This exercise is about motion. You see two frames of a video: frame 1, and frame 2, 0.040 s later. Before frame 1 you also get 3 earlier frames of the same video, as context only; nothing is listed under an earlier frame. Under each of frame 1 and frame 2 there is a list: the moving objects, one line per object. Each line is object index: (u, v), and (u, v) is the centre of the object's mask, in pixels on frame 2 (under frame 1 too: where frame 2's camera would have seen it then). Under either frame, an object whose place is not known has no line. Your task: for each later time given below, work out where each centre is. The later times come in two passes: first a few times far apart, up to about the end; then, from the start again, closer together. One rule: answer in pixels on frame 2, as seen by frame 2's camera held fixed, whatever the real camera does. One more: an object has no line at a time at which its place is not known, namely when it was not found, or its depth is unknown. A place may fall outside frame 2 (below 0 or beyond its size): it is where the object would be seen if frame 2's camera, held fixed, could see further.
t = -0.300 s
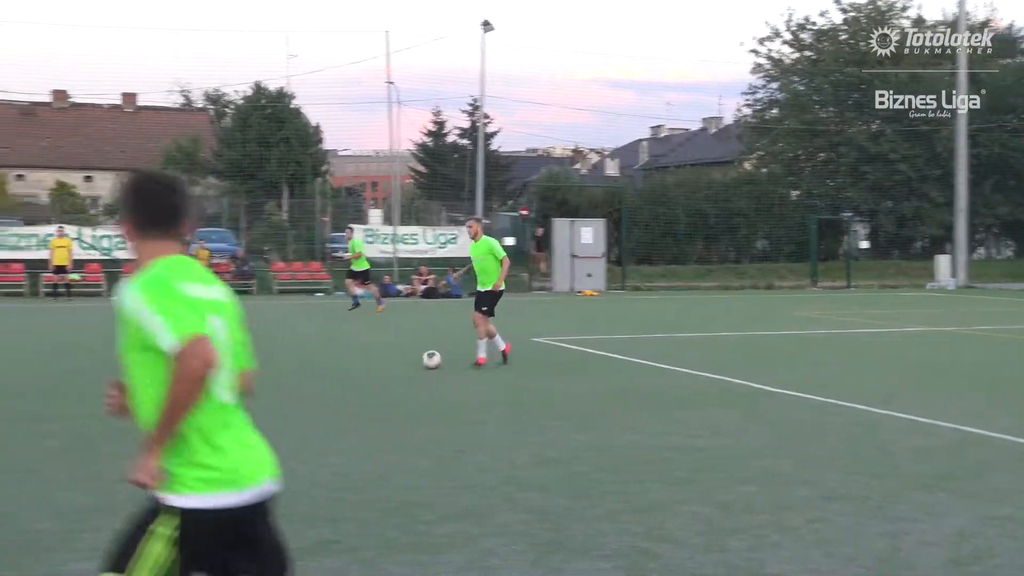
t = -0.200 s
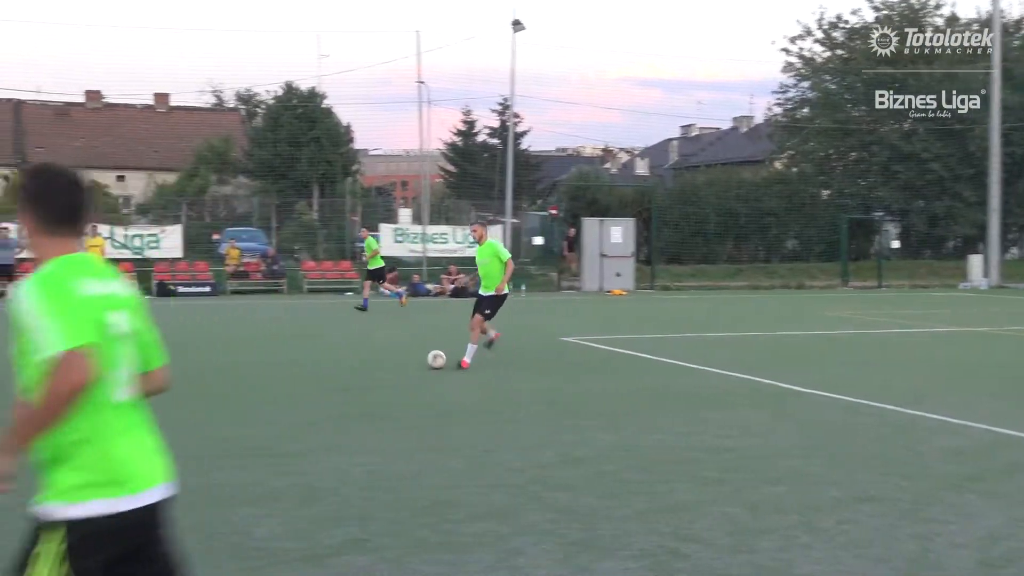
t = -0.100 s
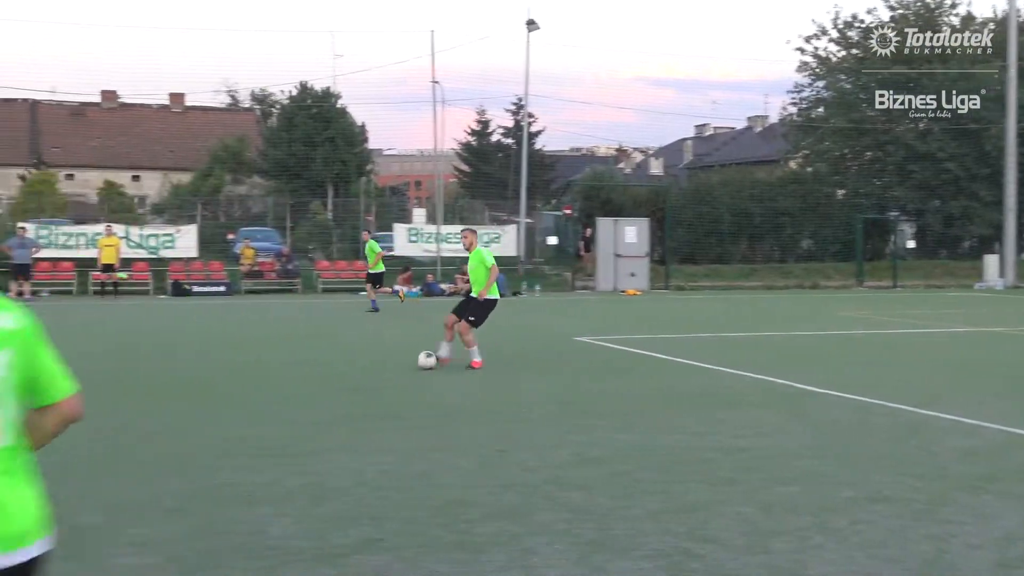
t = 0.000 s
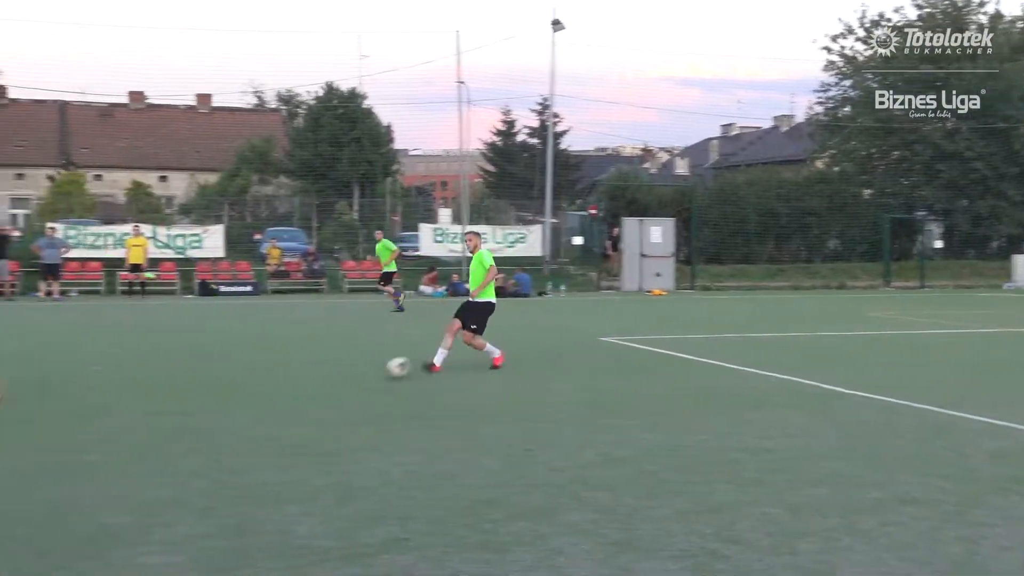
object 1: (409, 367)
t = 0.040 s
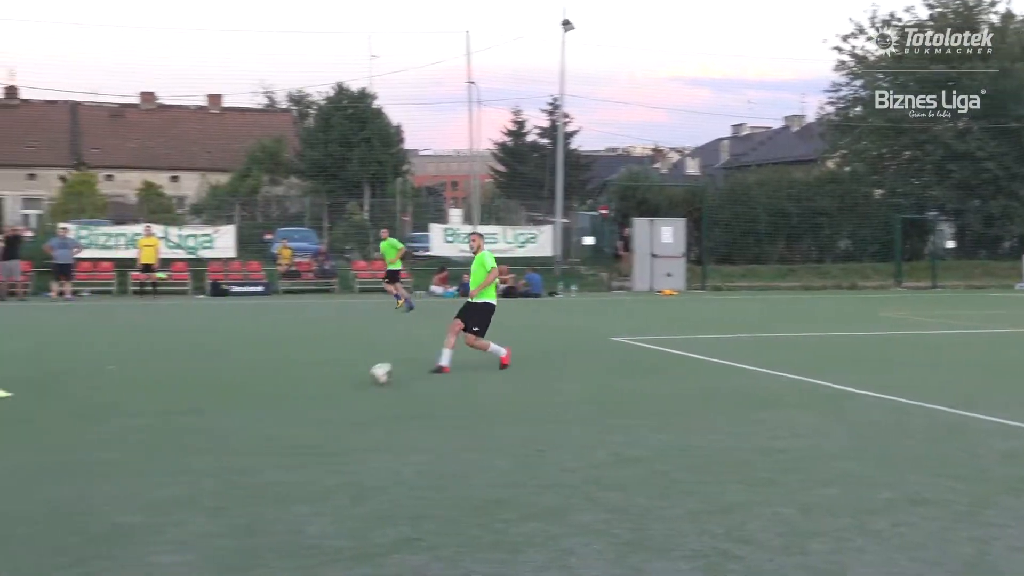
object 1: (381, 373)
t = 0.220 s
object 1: (243, 402)
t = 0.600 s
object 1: (-110, 493)
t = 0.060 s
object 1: (368, 376)
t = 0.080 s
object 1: (354, 380)
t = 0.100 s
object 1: (339, 382)
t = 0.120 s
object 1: (324, 385)
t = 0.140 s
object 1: (307, 388)
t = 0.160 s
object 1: (291, 393)
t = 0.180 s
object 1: (275, 396)
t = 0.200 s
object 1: (261, 399)
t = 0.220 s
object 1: (243, 402)
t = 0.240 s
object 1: (226, 404)
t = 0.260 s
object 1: (208, 409)
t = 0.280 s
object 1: (189, 413)
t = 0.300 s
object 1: (170, 416)
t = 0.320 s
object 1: (152, 420)
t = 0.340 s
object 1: (134, 425)
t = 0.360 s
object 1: (113, 429)
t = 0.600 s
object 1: (-110, 493)
